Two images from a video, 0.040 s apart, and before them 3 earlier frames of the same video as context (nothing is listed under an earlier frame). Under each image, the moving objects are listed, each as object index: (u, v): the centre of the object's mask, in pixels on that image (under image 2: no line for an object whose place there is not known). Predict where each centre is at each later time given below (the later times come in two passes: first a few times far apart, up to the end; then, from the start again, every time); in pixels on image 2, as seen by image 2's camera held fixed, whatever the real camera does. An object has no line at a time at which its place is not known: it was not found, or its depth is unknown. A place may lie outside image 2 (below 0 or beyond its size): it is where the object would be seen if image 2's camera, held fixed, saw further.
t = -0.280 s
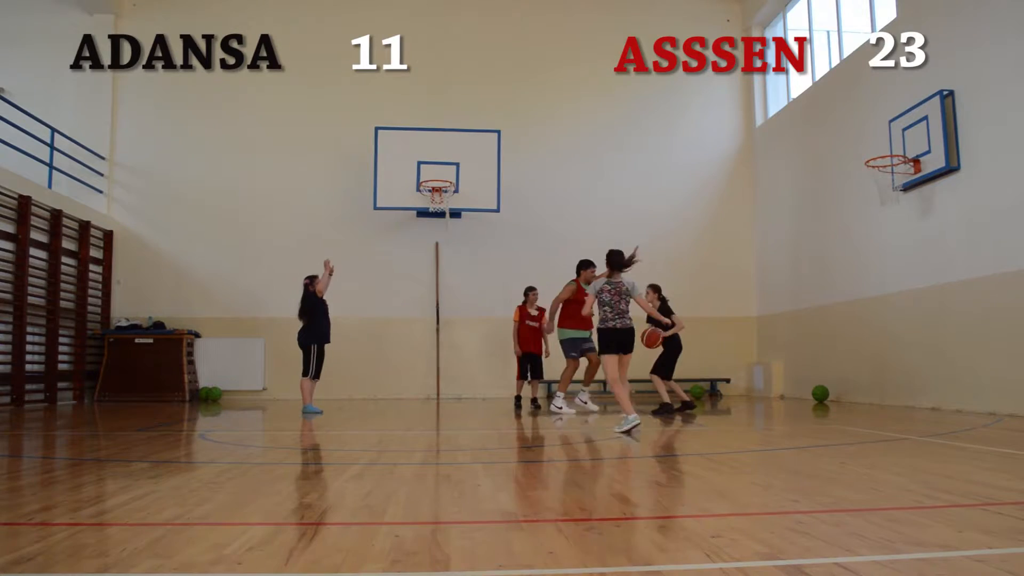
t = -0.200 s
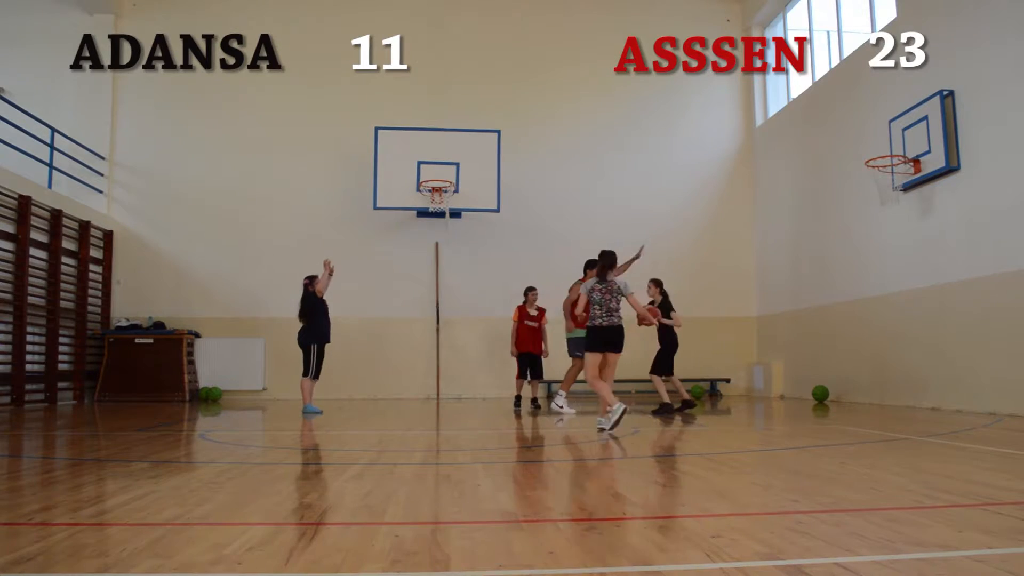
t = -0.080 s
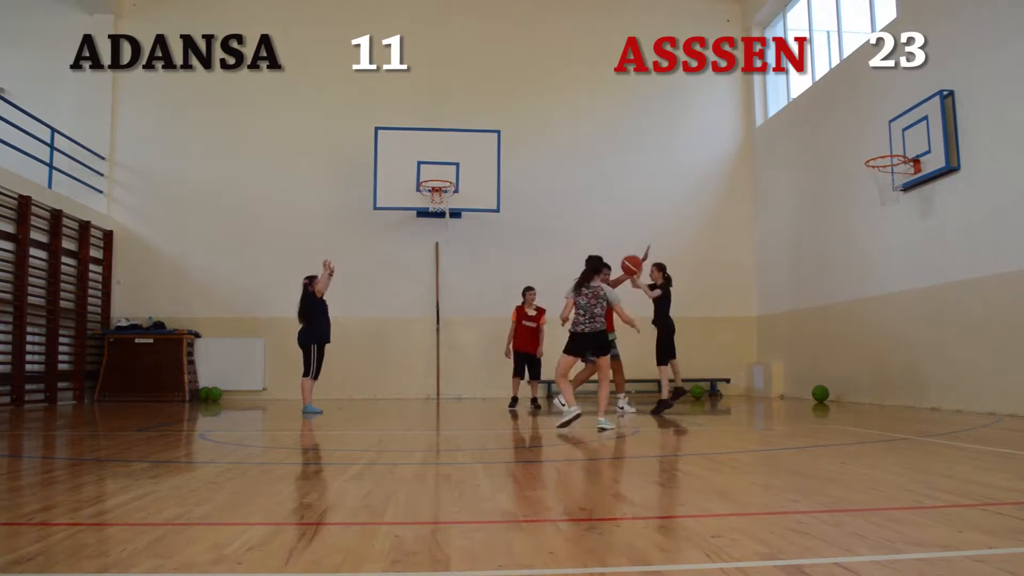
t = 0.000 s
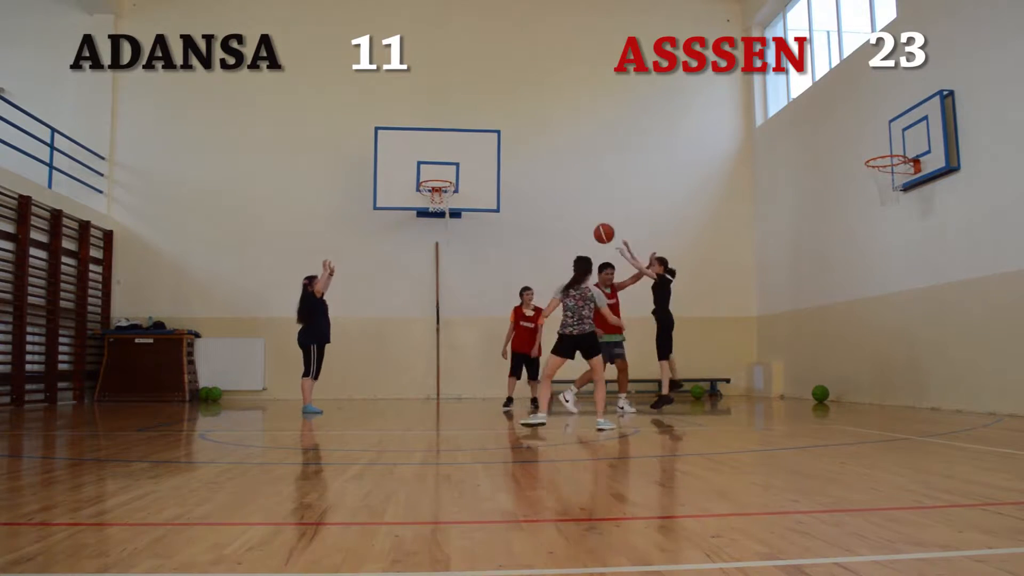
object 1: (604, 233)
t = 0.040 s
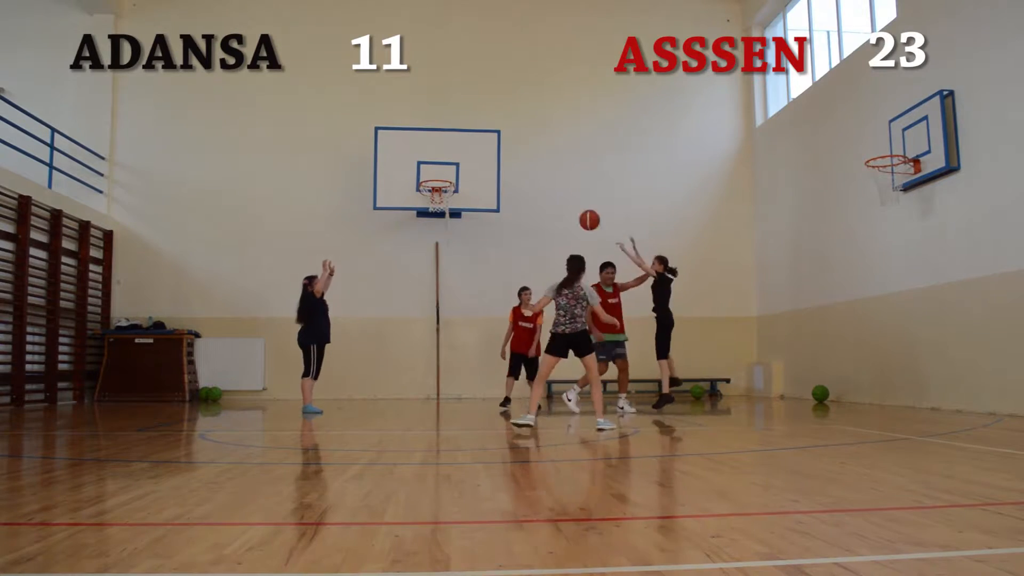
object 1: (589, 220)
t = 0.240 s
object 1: (520, 175)
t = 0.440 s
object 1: (456, 164)
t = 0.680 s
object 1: (382, 194)
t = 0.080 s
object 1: (575, 208)
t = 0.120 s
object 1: (561, 197)
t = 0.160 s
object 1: (548, 188)
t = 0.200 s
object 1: (534, 181)
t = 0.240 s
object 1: (520, 175)
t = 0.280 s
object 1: (507, 170)
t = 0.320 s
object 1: (494, 167)
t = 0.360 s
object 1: (481, 165)
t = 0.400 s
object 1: (468, 164)
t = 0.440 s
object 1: (456, 164)
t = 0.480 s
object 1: (443, 166)
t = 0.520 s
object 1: (431, 169)
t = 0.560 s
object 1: (418, 173)
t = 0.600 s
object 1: (406, 179)
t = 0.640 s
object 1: (394, 186)
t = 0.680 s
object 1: (382, 194)
